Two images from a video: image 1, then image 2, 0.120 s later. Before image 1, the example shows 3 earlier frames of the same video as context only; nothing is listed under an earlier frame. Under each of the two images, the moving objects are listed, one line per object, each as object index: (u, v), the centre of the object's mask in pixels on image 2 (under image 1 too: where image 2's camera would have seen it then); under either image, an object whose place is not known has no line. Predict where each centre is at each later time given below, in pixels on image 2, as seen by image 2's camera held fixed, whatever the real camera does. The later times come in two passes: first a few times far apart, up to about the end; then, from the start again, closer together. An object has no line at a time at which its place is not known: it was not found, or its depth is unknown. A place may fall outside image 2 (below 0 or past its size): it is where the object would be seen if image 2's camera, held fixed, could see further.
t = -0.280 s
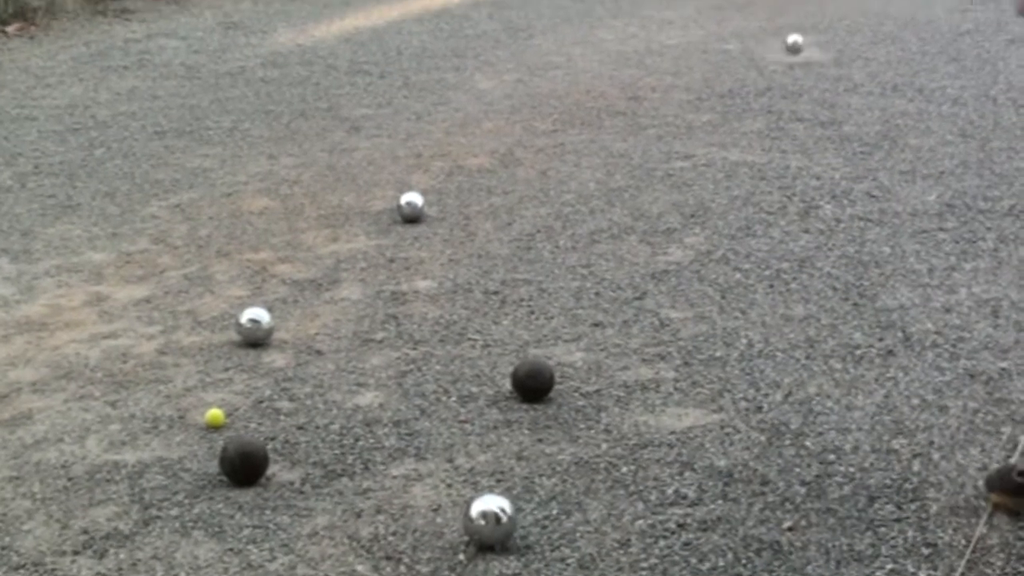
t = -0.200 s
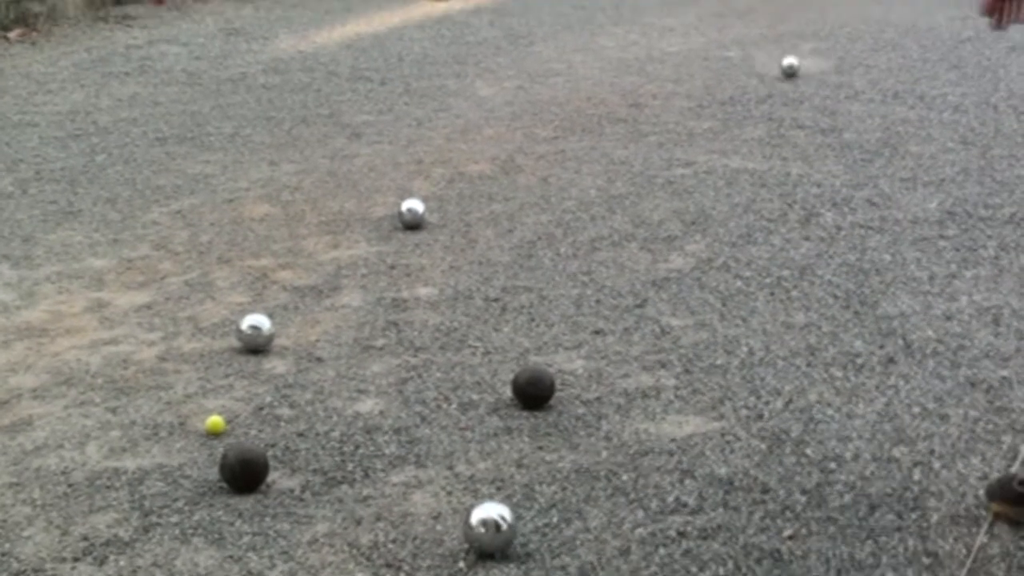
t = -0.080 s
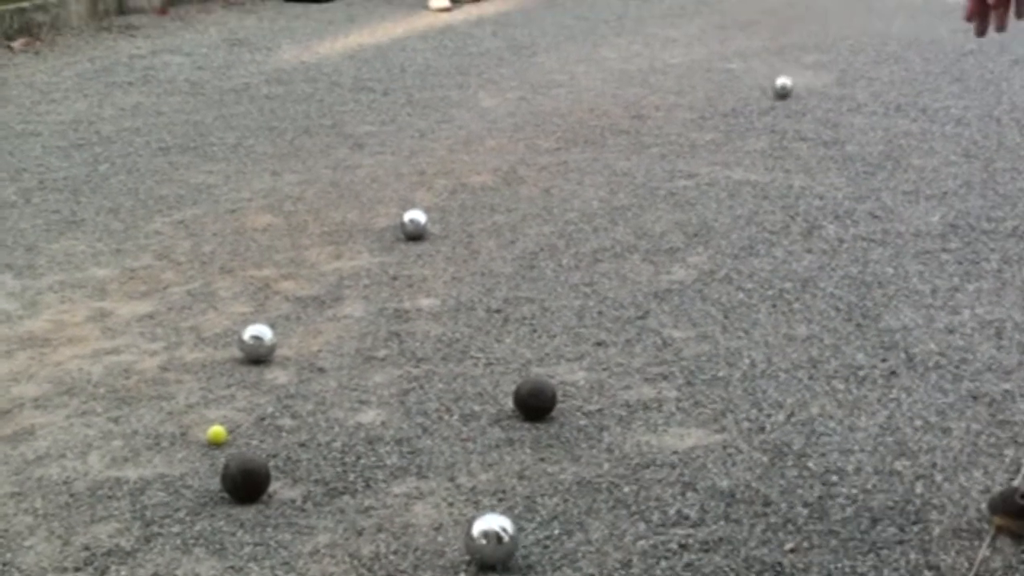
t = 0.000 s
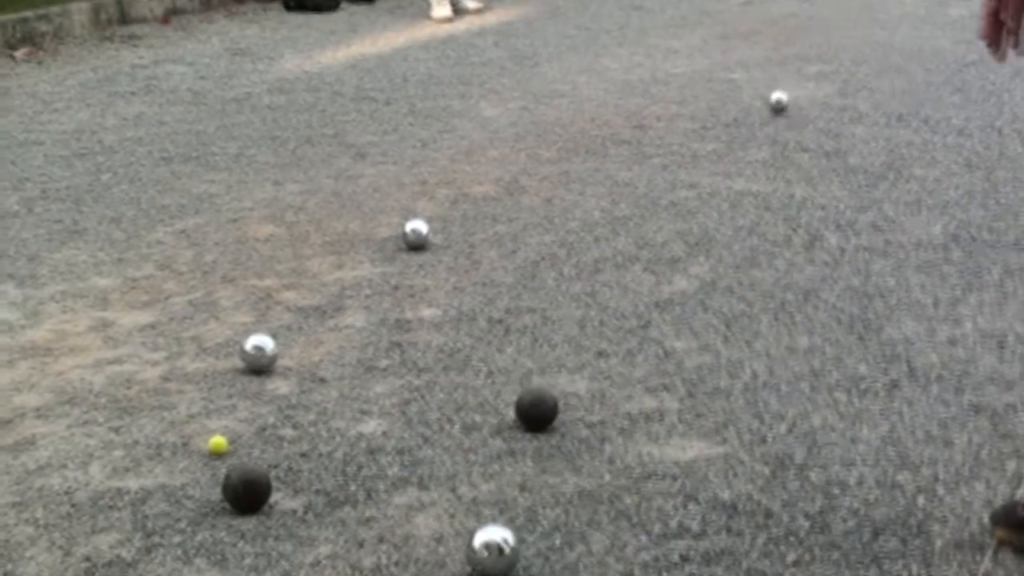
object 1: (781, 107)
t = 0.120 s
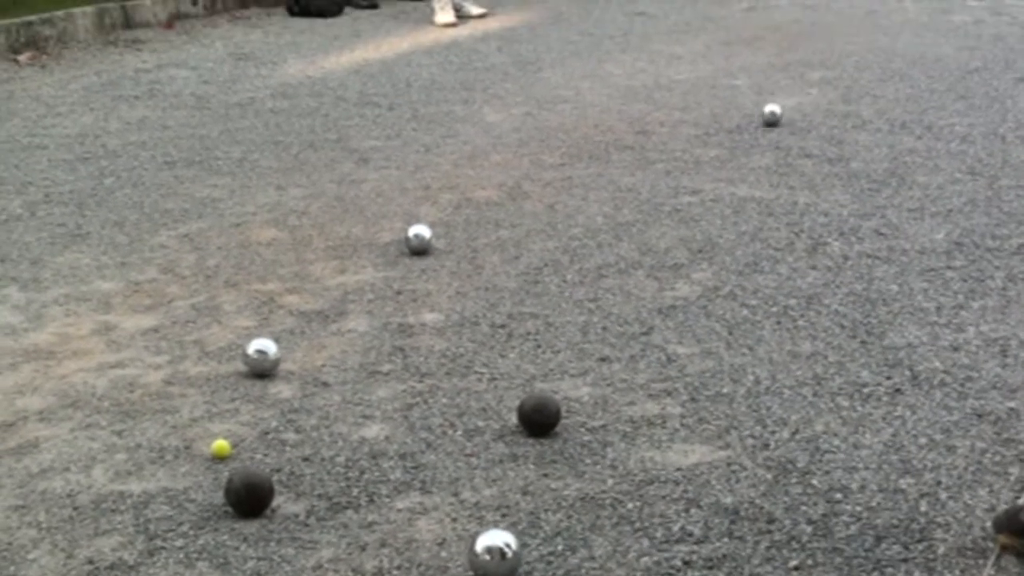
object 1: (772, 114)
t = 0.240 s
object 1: (764, 122)
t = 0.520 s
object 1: (743, 137)
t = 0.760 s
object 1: (723, 147)
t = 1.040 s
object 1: (703, 158)
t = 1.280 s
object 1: (689, 164)
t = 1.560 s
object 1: (671, 169)
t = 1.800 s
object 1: (660, 171)
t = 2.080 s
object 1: (658, 171)
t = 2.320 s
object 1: (657, 170)
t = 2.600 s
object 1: (656, 170)
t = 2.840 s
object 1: (656, 170)
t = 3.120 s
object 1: (656, 170)
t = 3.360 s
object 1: (656, 170)
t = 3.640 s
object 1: (656, 170)
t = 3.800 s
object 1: (657, 170)
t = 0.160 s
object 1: (769, 117)
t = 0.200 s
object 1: (766, 119)
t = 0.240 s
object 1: (764, 122)
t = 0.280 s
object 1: (761, 122)
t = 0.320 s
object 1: (758, 125)
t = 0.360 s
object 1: (756, 128)
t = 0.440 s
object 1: (749, 131)
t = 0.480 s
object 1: (747, 134)
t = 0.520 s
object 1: (743, 137)
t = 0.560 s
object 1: (740, 139)
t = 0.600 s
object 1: (737, 140)
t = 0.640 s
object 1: (733, 142)
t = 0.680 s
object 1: (729, 144)
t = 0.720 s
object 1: (726, 146)
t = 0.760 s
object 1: (723, 147)
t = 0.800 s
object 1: (721, 148)
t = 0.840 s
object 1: (719, 149)
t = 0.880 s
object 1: (715, 151)
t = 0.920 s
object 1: (713, 153)
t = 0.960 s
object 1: (709, 156)
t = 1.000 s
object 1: (706, 157)
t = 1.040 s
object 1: (703, 158)
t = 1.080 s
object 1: (700, 159)
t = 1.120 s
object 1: (698, 159)
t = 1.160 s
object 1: (695, 160)
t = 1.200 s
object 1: (693, 161)
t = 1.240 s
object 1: (691, 162)
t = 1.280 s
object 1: (689, 164)
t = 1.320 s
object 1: (687, 165)
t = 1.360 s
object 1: (683, 165)
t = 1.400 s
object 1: (681, 166)
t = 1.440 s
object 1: (678, 167)
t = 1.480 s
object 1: (676, 168)
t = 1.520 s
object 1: (674, 168)
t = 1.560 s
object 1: (671, 169)
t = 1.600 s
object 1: (669, 169)
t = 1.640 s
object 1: (668, 170)
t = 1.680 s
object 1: (666, 170)
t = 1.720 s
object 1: (664, 171)
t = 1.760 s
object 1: (662, 171)
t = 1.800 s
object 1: (660, 171)
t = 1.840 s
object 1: (659, 172)
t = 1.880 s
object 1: (658, 171)
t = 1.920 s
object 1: (658, 171)
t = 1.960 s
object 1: (658, 171)
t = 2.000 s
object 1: (658, 171)
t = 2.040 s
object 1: (658, 171)
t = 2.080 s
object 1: (658, 171)
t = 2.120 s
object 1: (658, 171)
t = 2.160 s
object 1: (658, 170)
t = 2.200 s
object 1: (658, 170)
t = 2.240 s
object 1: (658, 170)
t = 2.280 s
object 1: (657, 170)
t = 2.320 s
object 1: (657, 170)
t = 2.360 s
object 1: (657, 170)
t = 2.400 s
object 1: (657, 170)
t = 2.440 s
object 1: (657, 170)
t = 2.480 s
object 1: (657, 170)
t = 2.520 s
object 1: (656, 170)
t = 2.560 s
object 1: (656, 170)
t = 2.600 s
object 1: (656, 170)
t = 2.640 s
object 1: (656, 170)
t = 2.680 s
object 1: (656, 170)
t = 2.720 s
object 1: (656, 170)
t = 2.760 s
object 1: (656, 170)
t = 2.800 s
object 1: (656, 170)
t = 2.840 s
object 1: (656, 170)
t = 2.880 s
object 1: (656, 170)
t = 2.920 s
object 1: (656, 170)
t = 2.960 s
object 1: (656, 170)
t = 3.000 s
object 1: (656, 170)
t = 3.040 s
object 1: (656, 170)
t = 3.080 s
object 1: (656, 170)
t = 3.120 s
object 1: (656, 170)
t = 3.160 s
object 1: (656, 170)
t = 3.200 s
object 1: (656, 170)
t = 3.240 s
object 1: (656, 170)
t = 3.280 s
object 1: (656, 170)
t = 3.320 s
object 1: (656, 170)
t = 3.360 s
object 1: (656, 170)
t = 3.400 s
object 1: (656, 170)
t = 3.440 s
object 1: (656, 171)
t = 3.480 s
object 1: (656, 170)
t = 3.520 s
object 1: (657, 170)
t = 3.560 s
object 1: (657, 170)
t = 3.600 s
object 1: (656, 170)
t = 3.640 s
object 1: (656, 170)
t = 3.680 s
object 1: (656, 170)
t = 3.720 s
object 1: (656, 170)
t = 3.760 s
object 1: (657, 170)
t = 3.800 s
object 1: (657, 170)
